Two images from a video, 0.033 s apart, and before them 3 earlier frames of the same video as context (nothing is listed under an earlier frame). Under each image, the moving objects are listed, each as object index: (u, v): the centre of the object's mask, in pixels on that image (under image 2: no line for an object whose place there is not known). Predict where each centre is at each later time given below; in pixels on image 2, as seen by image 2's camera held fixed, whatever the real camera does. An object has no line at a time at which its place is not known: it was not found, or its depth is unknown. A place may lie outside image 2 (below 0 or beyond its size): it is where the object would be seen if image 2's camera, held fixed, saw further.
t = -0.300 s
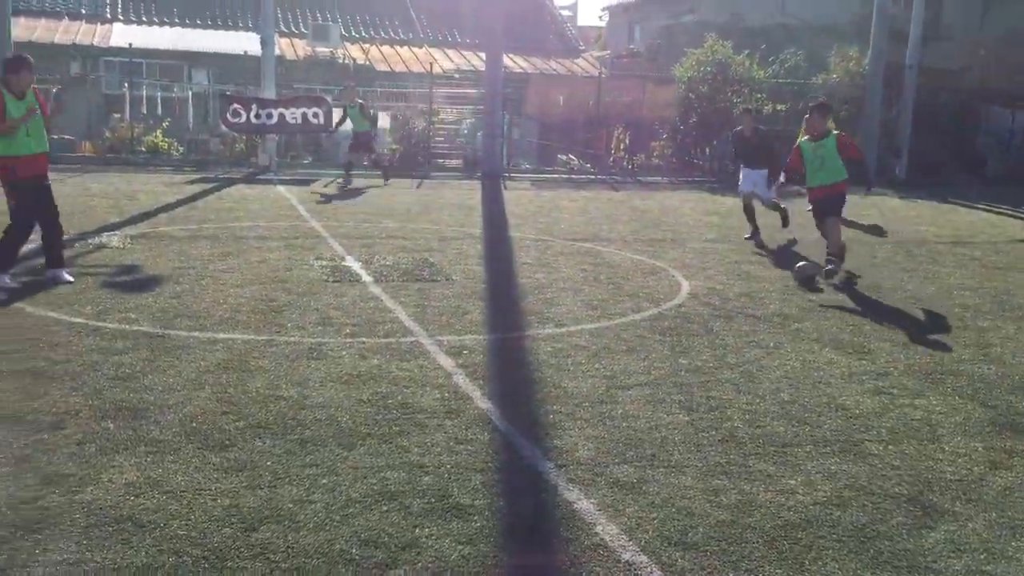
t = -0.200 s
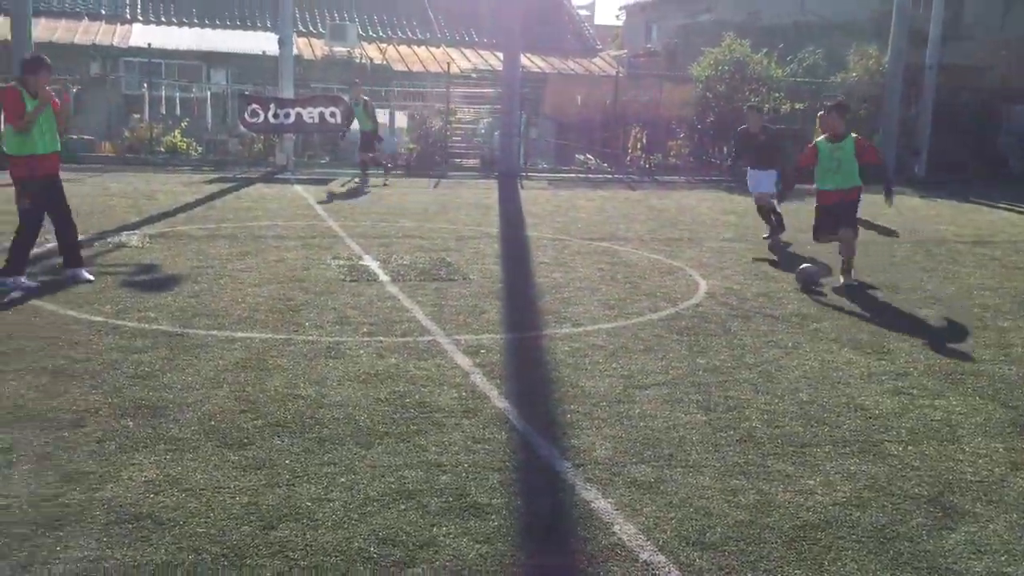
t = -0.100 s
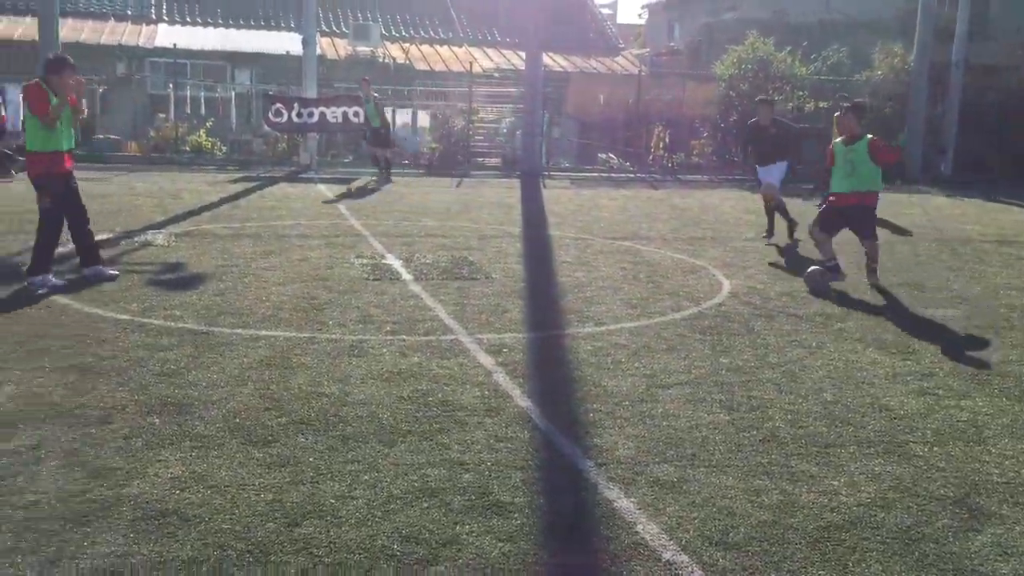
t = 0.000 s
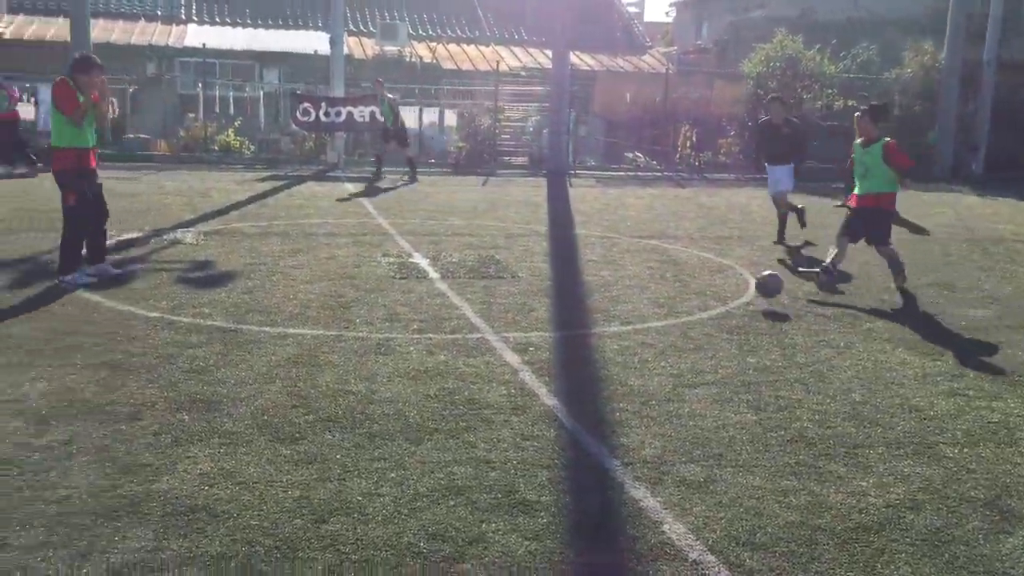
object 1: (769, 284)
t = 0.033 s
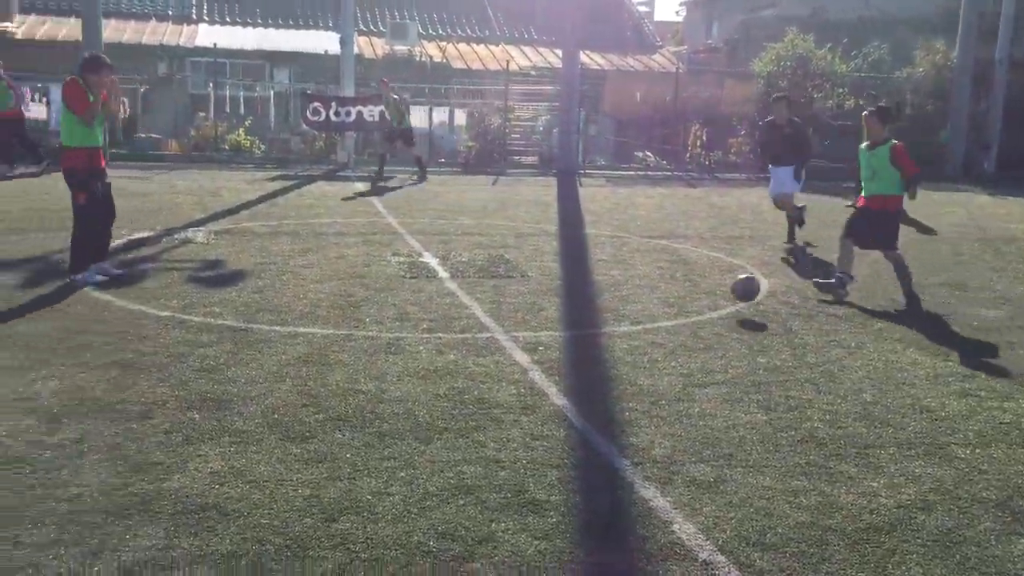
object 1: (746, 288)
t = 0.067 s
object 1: (708, 295)
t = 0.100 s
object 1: (668, 304)
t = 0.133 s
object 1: (624, 317)
